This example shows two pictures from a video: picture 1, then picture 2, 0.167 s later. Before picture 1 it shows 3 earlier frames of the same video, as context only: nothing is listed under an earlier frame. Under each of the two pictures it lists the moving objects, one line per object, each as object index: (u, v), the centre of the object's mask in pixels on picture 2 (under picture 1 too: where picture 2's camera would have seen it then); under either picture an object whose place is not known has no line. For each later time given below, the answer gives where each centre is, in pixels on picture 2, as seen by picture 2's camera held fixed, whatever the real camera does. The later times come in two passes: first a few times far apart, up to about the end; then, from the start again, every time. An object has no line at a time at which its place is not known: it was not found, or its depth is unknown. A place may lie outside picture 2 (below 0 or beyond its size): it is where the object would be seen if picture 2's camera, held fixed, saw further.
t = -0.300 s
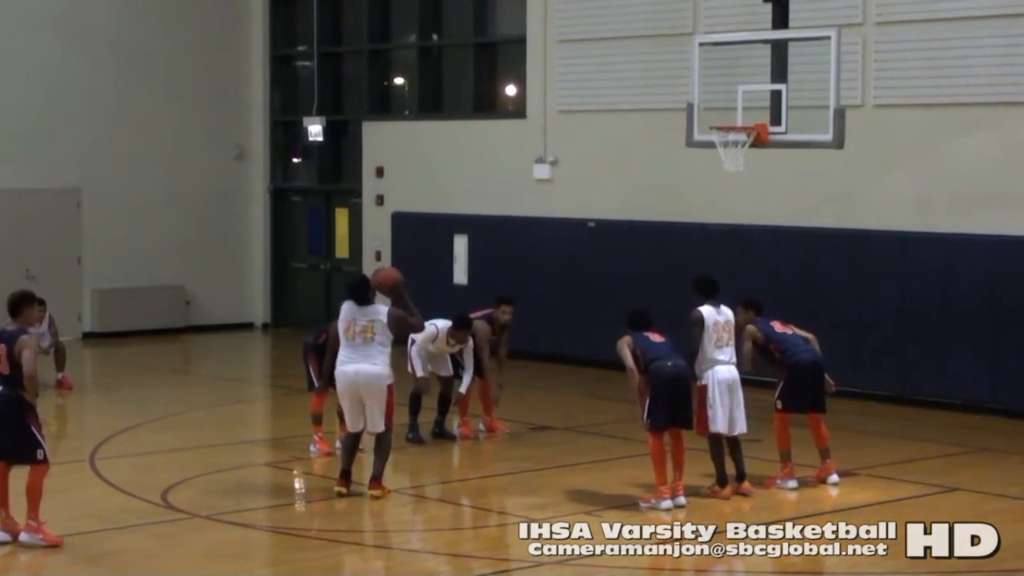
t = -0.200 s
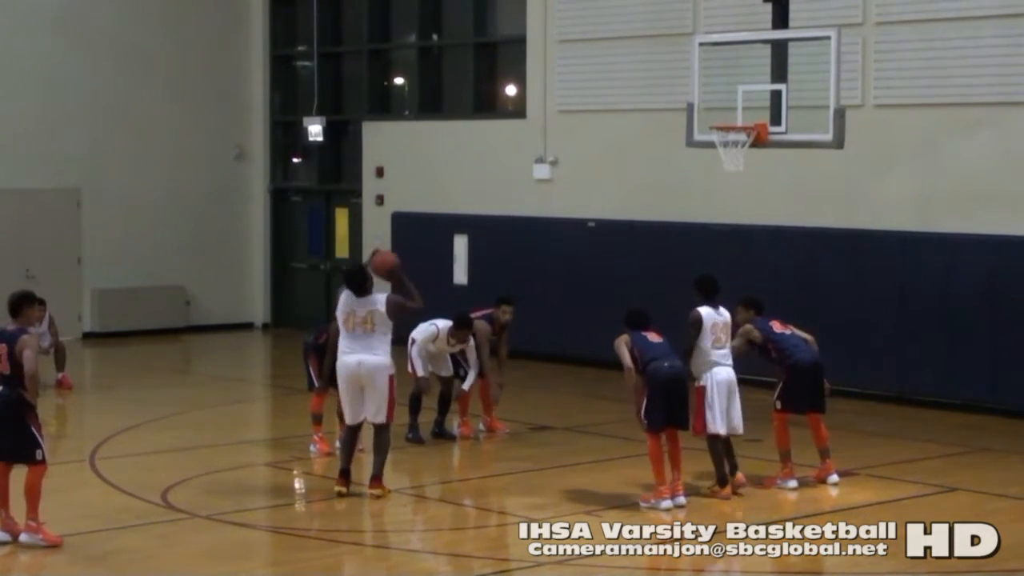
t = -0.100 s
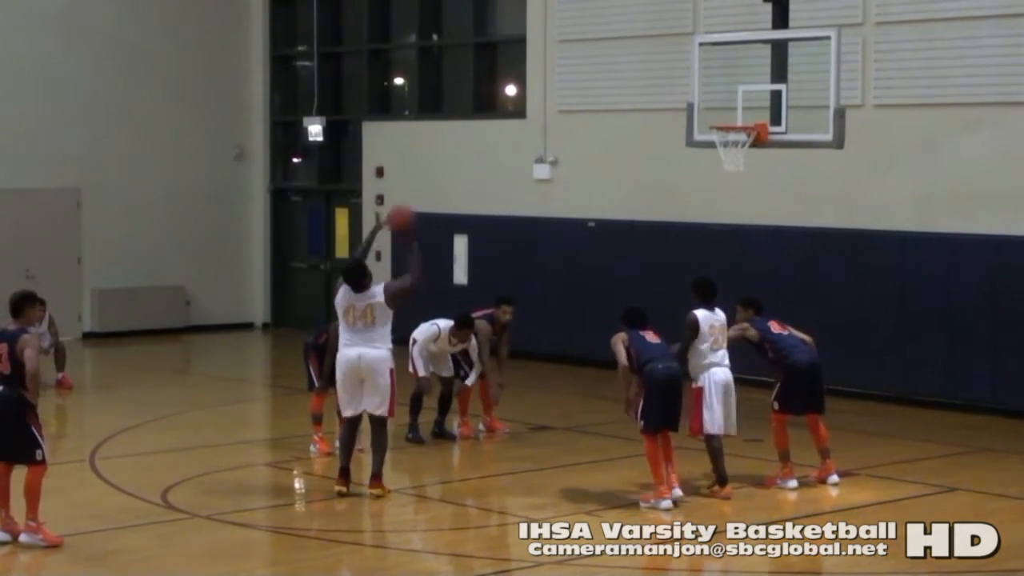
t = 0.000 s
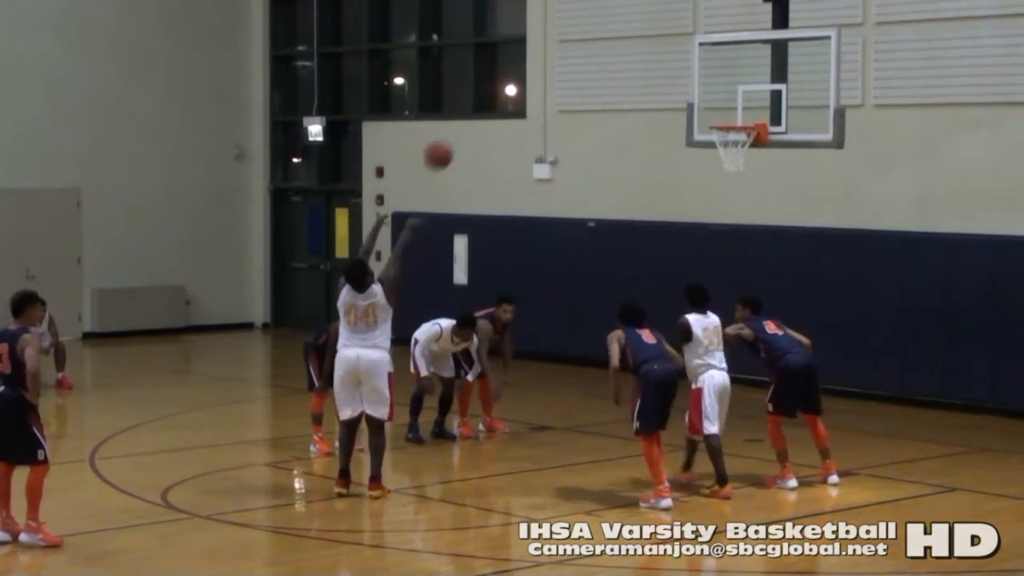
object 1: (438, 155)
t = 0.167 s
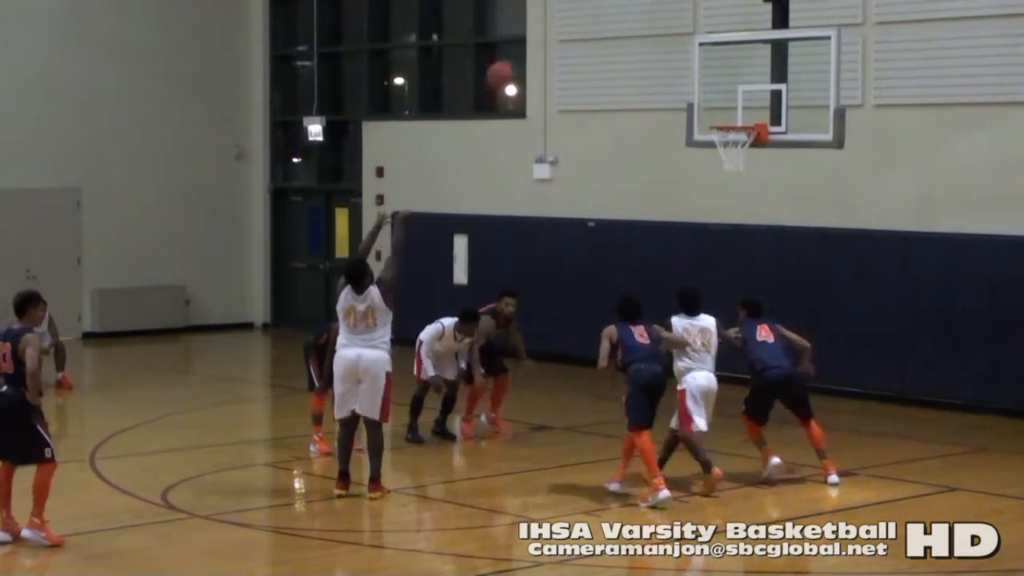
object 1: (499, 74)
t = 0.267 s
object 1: (537, 45)
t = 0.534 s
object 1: (626, 22)
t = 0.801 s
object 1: (707, 75)
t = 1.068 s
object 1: (729, 127)
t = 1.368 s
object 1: (745, 123)
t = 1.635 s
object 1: (723, 119)
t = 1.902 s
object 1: (747, 118)
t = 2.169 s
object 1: (723, 123)
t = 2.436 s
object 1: (748, 136)
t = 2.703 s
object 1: (736, 157)
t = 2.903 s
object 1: (718, 203)
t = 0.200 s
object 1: (511, 62)
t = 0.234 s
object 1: (525, 53)
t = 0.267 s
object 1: (537, 45)
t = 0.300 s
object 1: (548, 38)
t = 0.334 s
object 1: (560, 31)
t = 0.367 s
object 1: (571, 27)
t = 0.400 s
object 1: (582, 23)
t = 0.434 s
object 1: (594, 21)
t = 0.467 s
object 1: (605, 20)
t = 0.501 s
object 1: (615, 20)
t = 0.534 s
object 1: (626, 22)
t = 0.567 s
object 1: (637, 25)
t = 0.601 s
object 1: (647, 28)
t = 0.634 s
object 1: (658, 33)
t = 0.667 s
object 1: (667, 39)
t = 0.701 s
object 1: (677, 46)
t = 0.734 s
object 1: (687, 55)
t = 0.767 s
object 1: (698, 65)
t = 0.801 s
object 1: (707, 75)
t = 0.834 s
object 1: (716, 87)
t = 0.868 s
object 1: (726, 100)
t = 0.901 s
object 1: (735, 113)
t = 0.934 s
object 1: (740, 119)
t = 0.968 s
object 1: (743, 124)
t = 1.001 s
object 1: (743, 127)
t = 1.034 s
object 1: (736, 127)
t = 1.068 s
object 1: (729, 127)
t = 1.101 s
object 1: (725, 126)
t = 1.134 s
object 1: (722, 125)
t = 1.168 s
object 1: (725, 124)
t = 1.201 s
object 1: (729, 123)
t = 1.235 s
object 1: (736, 123)
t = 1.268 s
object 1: (742, 122)
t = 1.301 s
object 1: (745, 122)
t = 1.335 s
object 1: (746, 122)
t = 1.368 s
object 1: (745, 123)
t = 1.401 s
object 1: (741, 121)
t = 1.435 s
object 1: (736, 120)
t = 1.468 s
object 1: (731, 121)
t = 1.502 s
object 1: (727, 120)
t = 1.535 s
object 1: (724, 120)
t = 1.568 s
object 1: (722, 120)
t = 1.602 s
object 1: (722, 120)
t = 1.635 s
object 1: (723, 119)
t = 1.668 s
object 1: (725, 119)
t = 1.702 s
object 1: (730, 118)
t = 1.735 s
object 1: (735, 118)
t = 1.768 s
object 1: (739, 118)
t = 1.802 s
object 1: (742, 118)
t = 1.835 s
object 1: (745, 118)
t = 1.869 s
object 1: (747, 118)
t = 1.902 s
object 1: (747, 118)
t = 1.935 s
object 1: (746, 119)
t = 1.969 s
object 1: (742, 119)
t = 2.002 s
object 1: (738, 119)
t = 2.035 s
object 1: (734, 120)
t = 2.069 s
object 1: (730, 120)
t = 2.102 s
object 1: (725, 121)
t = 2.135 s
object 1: (723, 123)
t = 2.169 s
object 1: (723, 123)
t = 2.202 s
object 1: (723, 123)
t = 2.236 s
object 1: (725, 124)
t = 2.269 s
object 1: (729, 126)
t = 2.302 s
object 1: (734, 127)
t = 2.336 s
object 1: (739, 129)
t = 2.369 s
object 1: (742, 130)
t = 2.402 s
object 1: (744, 133)
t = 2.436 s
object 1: (748, 136)
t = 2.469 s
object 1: (744, 140)
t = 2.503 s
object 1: (748, 143)
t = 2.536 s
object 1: (748, 145)
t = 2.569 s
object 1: (746, 149)
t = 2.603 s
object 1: (745, 151)
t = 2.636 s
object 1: (742, 152)
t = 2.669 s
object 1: (739, 154)
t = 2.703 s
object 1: (736, 157)
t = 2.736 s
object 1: (732, 162)
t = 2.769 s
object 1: (729, 170)
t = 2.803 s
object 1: (727, 177)
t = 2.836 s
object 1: (724, 183)
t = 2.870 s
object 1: (721, 192)
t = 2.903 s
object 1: (718, 203)
